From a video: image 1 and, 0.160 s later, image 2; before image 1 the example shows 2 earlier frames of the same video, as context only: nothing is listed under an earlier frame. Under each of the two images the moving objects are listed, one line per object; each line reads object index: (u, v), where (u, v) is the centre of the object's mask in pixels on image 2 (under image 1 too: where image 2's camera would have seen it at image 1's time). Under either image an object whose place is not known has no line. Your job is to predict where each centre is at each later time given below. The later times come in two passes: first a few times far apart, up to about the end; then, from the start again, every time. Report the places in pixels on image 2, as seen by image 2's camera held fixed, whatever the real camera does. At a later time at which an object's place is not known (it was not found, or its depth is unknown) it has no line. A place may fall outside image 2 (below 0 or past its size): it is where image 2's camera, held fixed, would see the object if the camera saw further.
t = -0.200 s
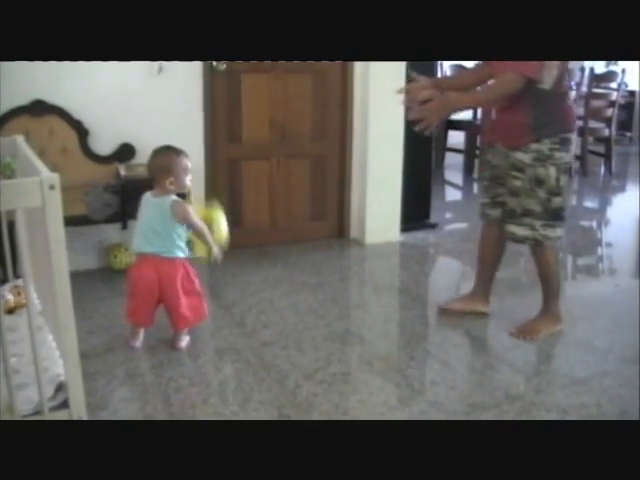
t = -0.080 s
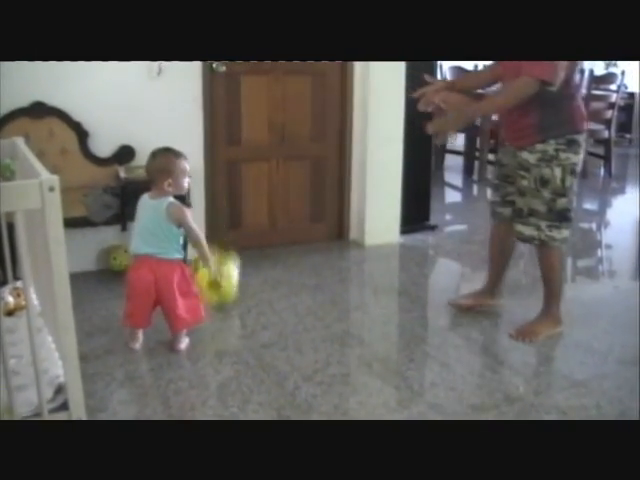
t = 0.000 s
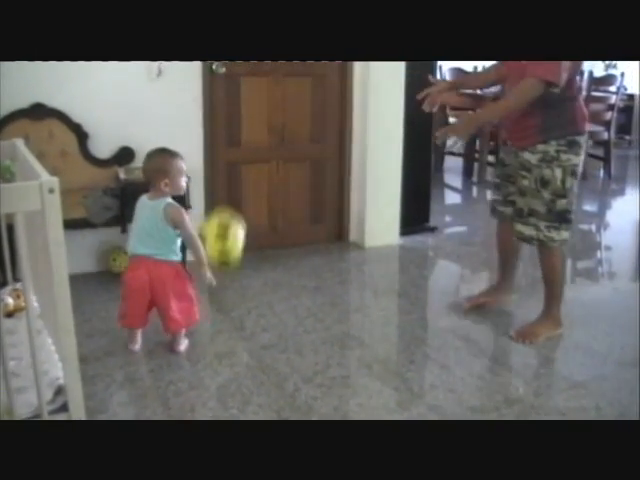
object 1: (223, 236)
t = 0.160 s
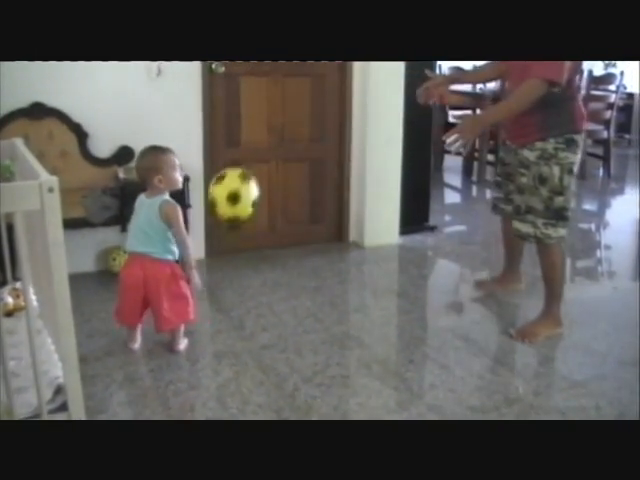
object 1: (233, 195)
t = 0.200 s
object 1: (237, 192)
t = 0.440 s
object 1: (258, 241)
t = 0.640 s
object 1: (268, 214)
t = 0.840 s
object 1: (277, 206)
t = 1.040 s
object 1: (287, 245)
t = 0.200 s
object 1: (237, 192)
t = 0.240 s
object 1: (240, 192)
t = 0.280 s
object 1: (244, 197)
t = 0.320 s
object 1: (247, 203)
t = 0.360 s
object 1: (251, 213)
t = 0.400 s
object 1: (255, 225)
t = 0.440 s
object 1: (258, 241)
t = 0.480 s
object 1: (262, 257)
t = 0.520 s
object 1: (264, 254)
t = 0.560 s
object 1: (265, 238)
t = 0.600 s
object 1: (267, 225)
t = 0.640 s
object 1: (268, 214)
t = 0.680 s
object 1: (270, 207)
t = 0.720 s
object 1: (272, 203)
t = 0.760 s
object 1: (274, 201)
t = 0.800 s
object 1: (275, 202)
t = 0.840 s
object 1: (277, 206)
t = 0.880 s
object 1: (279, 213)
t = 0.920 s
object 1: (281, 223)
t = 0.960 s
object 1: (283, 235)
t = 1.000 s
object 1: (285, 248)
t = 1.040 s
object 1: (287, 245)
